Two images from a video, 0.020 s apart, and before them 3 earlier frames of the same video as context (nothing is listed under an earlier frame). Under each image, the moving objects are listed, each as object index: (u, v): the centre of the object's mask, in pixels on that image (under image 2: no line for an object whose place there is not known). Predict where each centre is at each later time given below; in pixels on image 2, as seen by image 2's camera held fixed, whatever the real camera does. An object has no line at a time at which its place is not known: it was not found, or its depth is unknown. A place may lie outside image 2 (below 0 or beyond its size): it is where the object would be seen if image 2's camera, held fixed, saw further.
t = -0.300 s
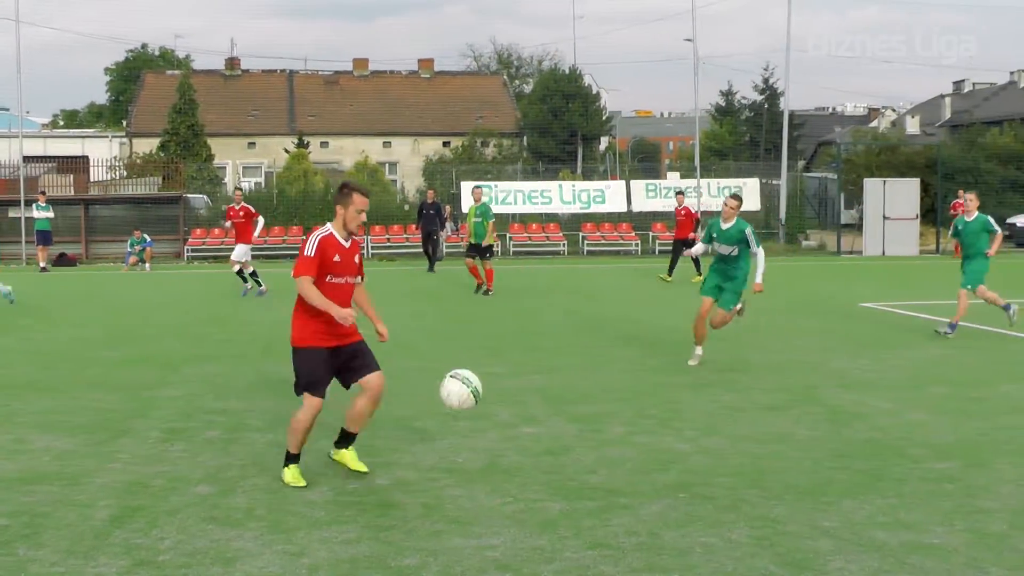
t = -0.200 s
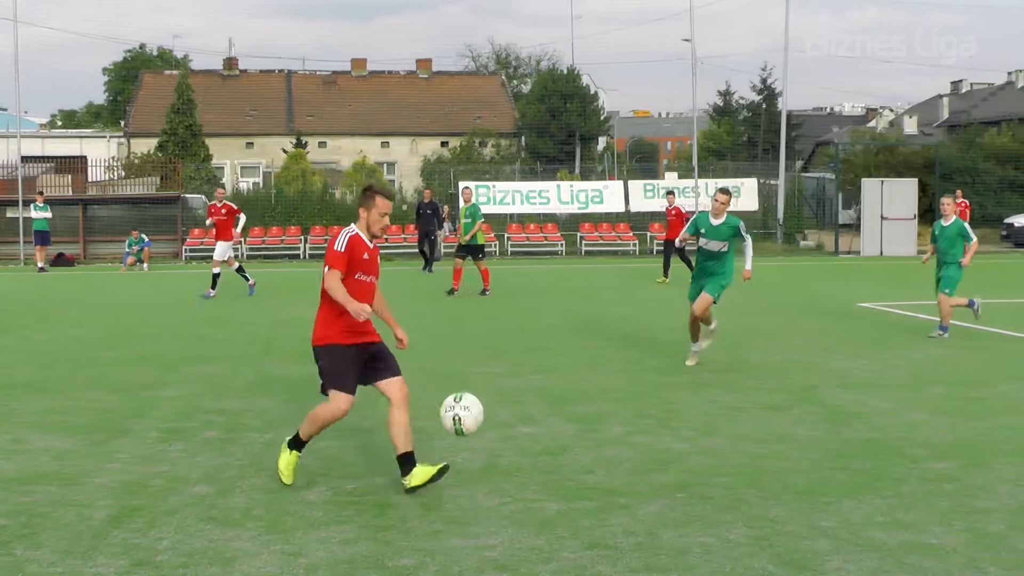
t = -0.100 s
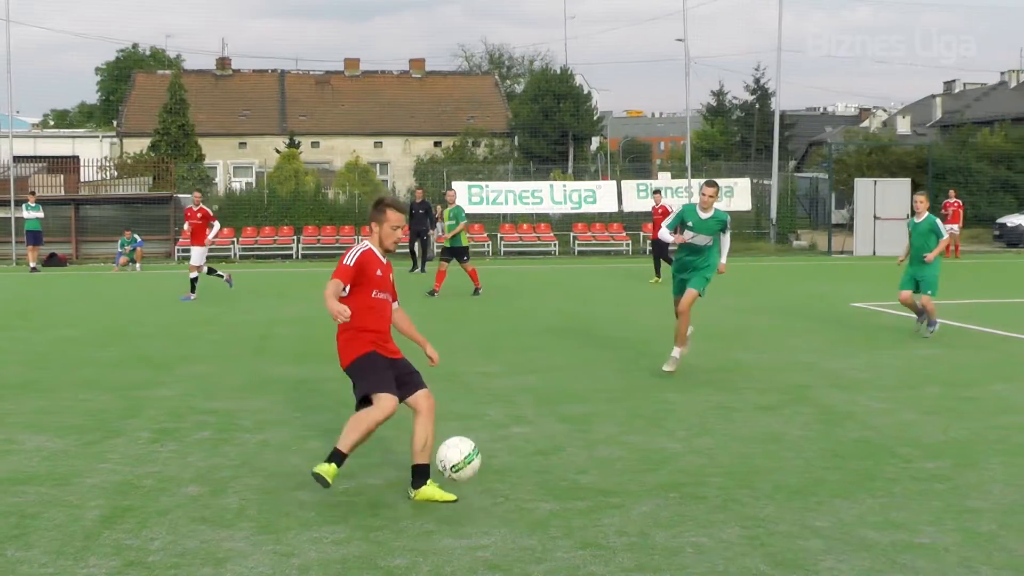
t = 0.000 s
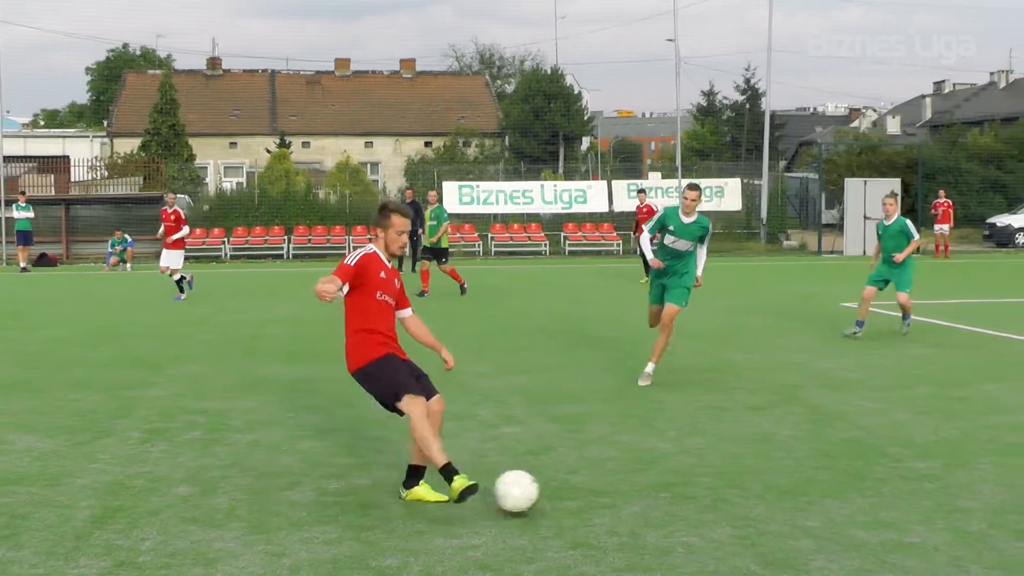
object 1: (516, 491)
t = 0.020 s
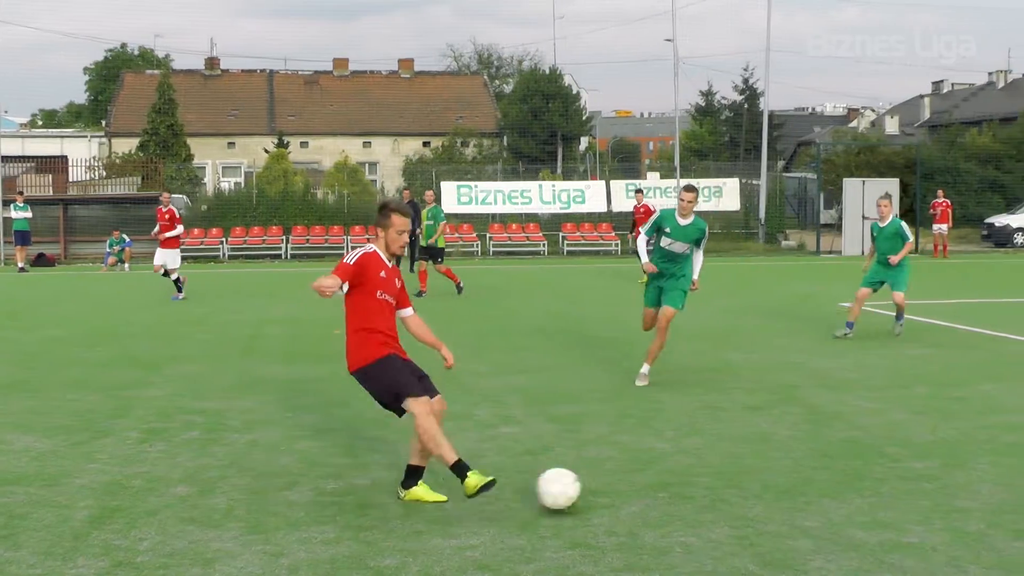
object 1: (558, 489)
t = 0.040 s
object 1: (601, 486)
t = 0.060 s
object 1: (642, 484)
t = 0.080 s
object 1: (683, 482)
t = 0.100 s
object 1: (722, 481)
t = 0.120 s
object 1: (760, 479)
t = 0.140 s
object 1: (797, 477)
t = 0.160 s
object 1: (831, 475)
